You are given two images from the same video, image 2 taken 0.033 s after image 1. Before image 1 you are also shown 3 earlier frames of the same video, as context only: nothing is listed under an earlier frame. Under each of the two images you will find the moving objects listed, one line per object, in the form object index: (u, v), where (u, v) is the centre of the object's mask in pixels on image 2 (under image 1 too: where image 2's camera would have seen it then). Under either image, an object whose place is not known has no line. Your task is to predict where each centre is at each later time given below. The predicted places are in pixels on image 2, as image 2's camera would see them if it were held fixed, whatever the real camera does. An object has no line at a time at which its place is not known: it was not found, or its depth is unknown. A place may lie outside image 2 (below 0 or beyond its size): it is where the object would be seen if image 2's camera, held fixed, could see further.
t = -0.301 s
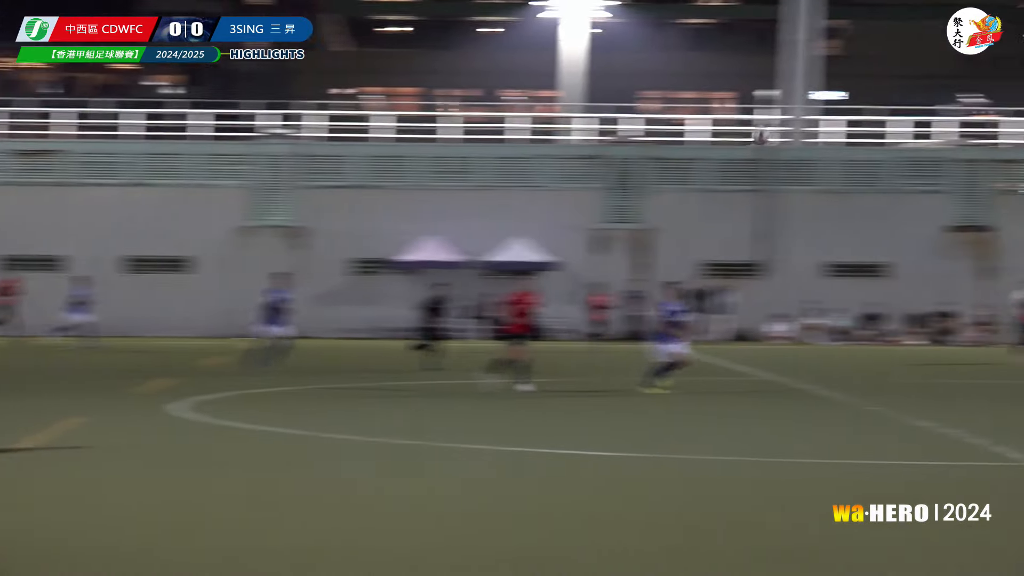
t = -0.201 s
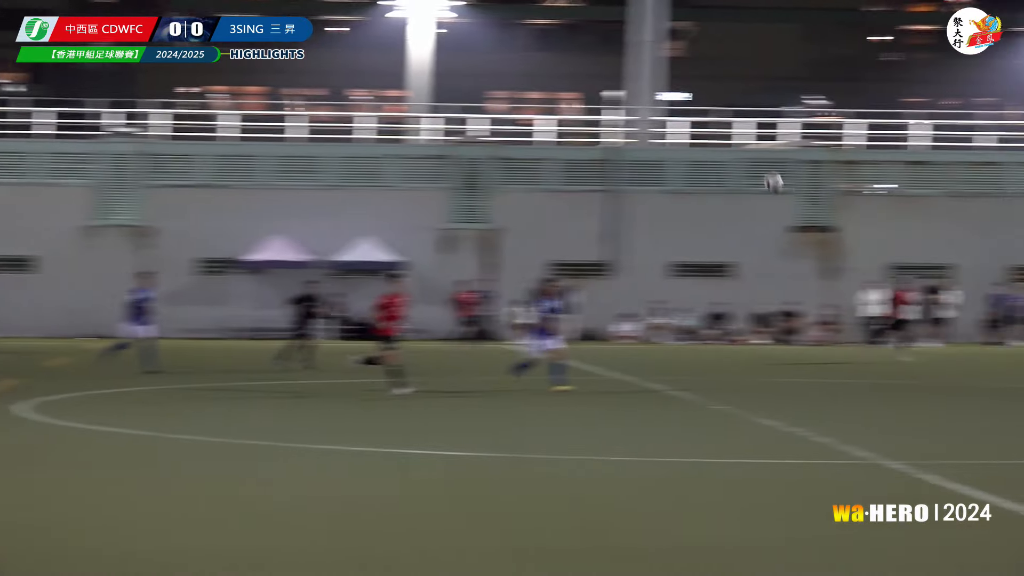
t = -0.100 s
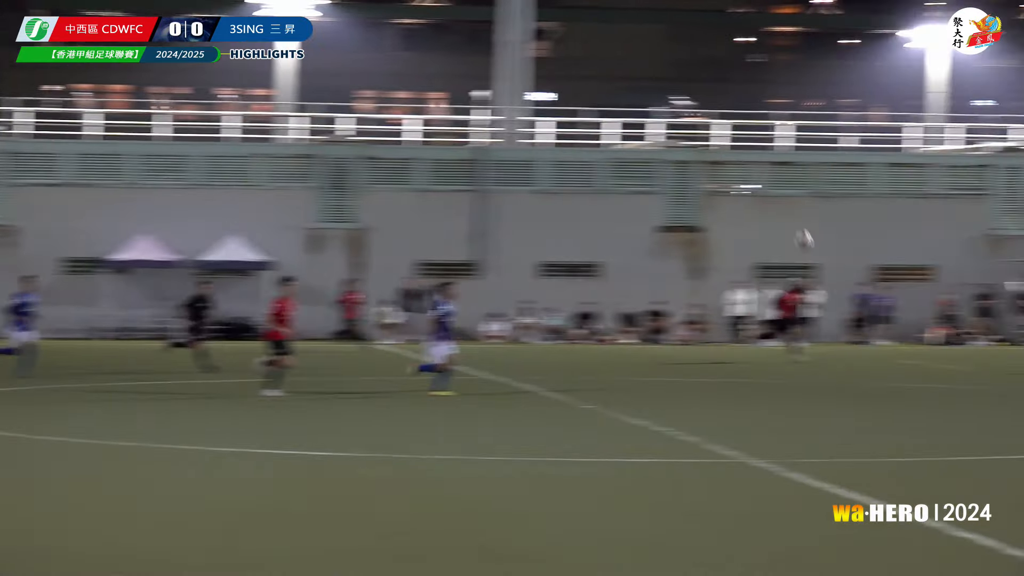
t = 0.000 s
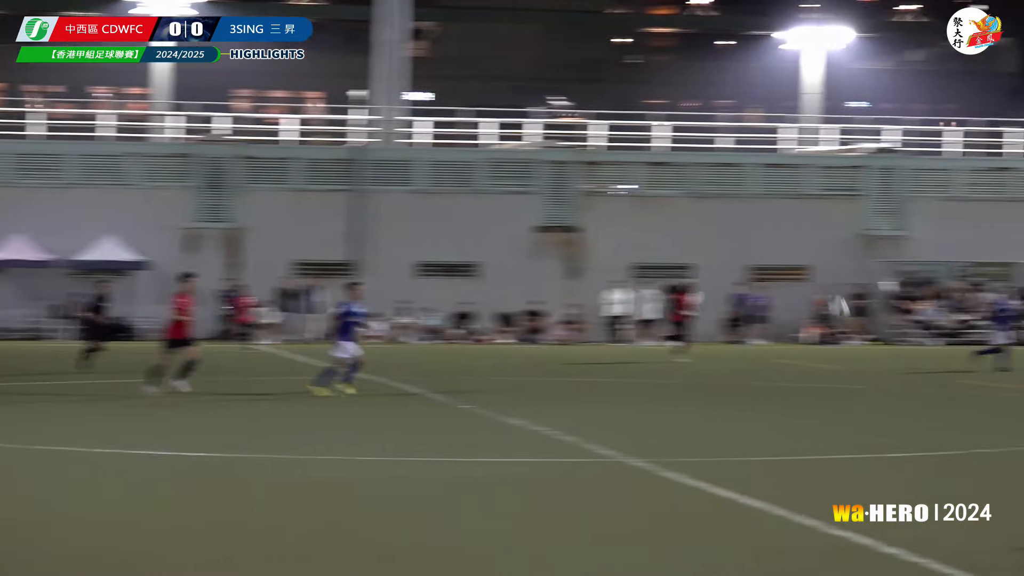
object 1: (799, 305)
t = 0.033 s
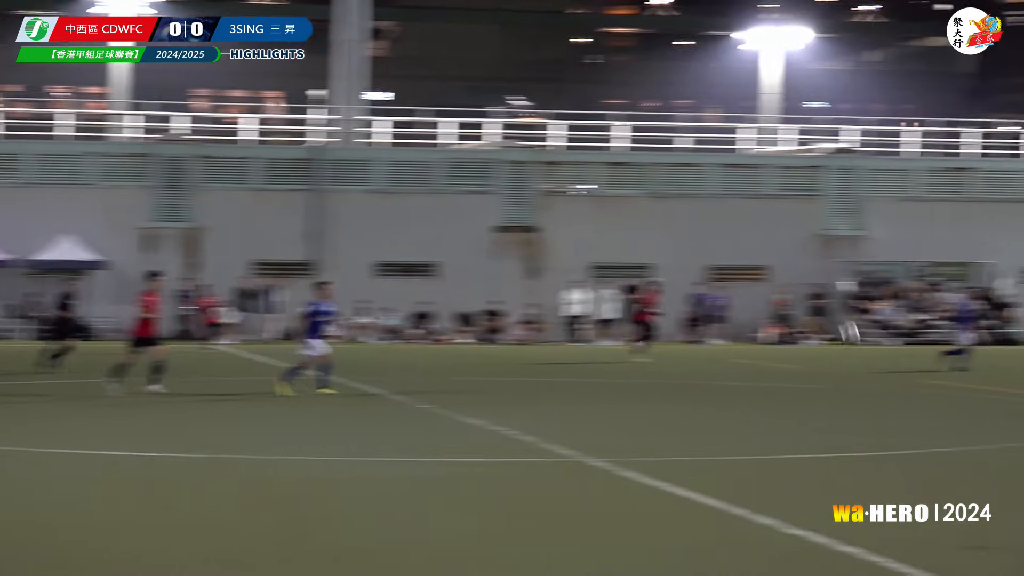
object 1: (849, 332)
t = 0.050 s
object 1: (875, 346)
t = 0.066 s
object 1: (902, 360)
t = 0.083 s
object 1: (928, 375)
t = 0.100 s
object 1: (956, 391)
